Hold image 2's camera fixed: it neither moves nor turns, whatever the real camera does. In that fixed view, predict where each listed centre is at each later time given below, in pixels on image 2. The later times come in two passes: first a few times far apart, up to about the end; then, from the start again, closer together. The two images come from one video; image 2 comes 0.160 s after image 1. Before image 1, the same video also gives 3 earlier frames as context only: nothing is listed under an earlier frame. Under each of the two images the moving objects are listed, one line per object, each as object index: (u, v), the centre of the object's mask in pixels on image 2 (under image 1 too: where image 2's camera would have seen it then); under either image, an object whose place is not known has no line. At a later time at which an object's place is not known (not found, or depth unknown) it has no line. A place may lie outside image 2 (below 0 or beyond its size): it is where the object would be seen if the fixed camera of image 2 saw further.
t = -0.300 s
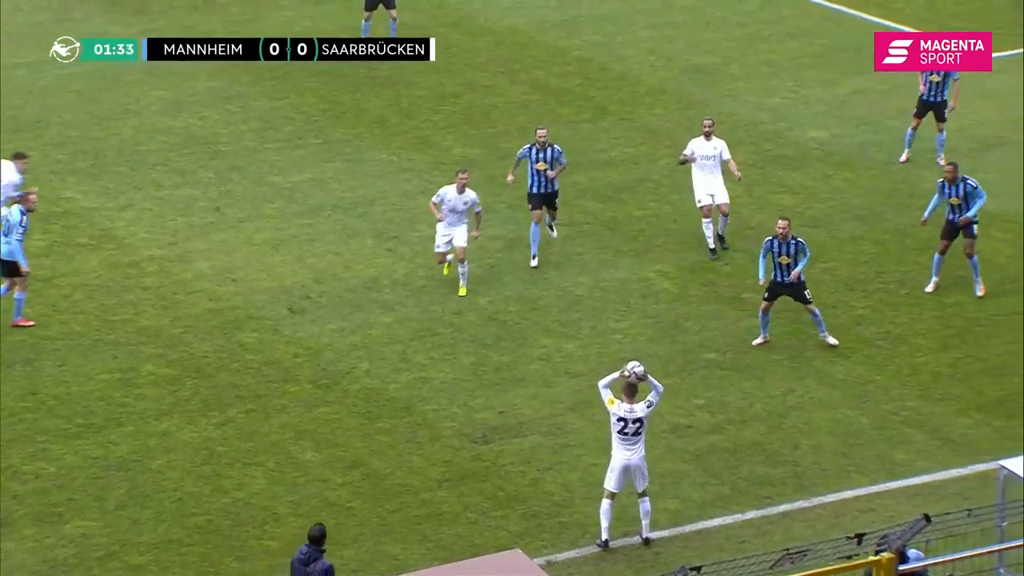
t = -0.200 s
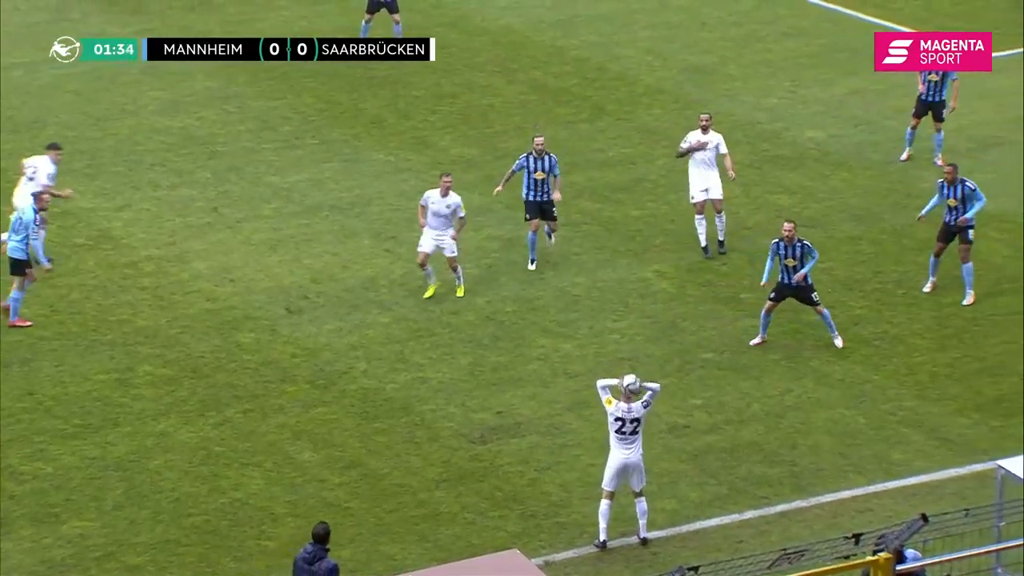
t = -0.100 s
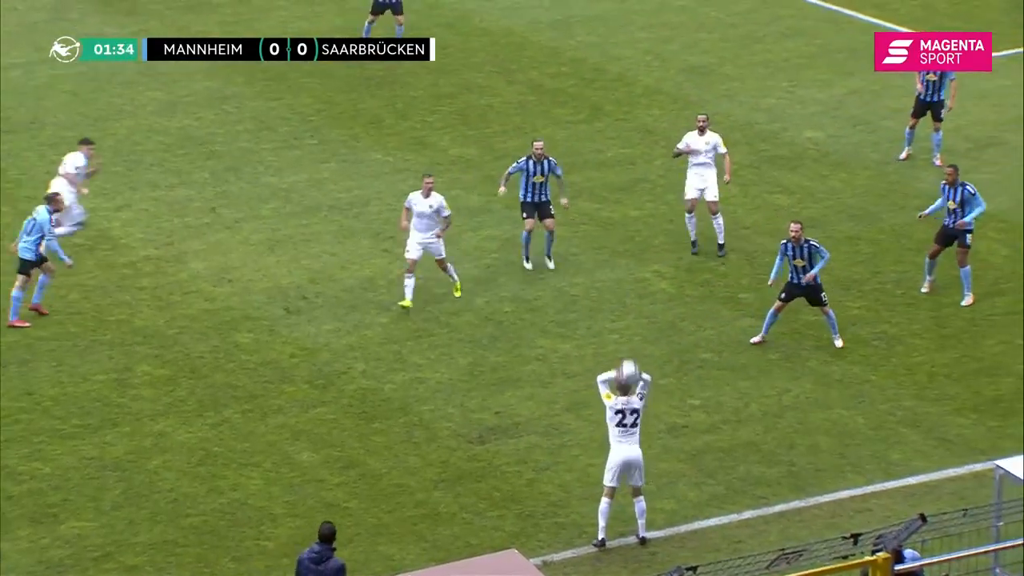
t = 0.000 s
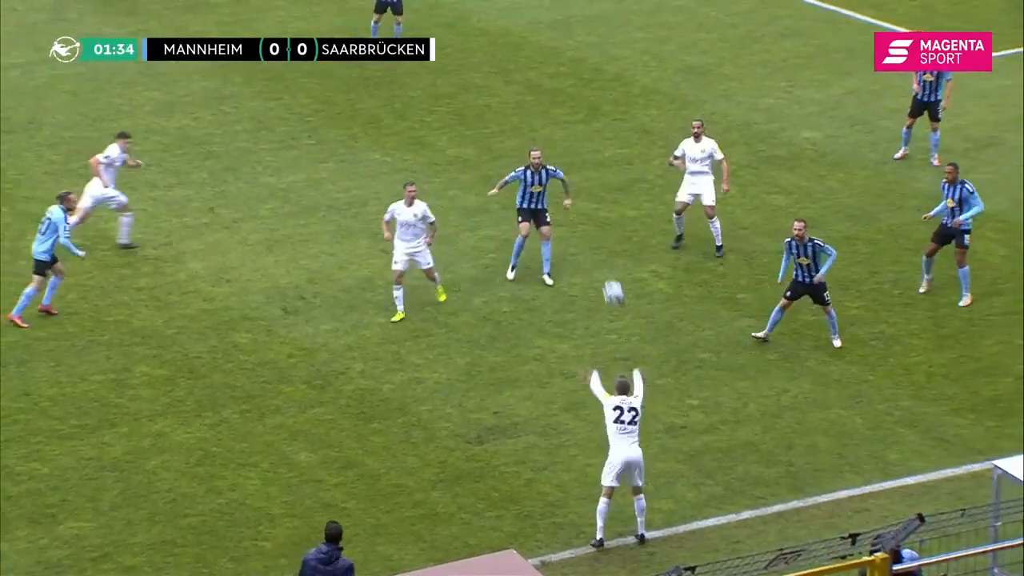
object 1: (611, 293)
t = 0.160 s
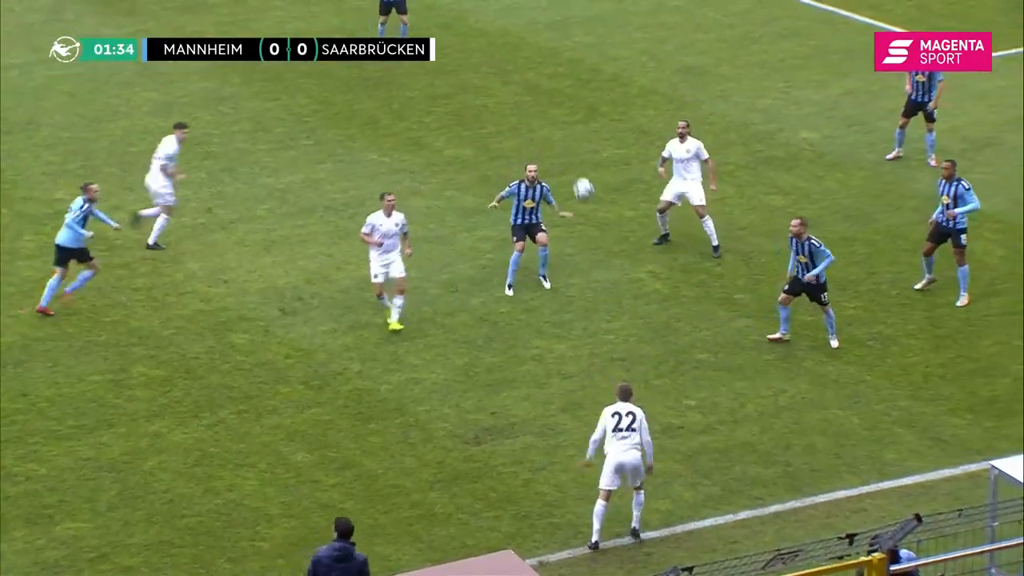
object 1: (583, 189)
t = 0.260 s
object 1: (566, 140)
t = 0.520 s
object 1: (528, 66)
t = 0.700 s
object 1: (505, 51)
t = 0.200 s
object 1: (576, 168)
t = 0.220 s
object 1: (573, 158)
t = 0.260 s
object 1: (566, 140)
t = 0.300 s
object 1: (560, 125)
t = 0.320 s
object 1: (558, 117)
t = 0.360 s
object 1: (551, 104)
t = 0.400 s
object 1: (546, 92)
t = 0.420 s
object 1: (543, 87)
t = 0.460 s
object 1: (537, 78)
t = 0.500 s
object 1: (531, 70)
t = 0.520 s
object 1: (528, 66)
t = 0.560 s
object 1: (523, 60)
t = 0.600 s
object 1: (518, 56)
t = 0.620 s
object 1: (516, 55)
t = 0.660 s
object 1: (510, 52)
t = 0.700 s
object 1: (505, 51)
